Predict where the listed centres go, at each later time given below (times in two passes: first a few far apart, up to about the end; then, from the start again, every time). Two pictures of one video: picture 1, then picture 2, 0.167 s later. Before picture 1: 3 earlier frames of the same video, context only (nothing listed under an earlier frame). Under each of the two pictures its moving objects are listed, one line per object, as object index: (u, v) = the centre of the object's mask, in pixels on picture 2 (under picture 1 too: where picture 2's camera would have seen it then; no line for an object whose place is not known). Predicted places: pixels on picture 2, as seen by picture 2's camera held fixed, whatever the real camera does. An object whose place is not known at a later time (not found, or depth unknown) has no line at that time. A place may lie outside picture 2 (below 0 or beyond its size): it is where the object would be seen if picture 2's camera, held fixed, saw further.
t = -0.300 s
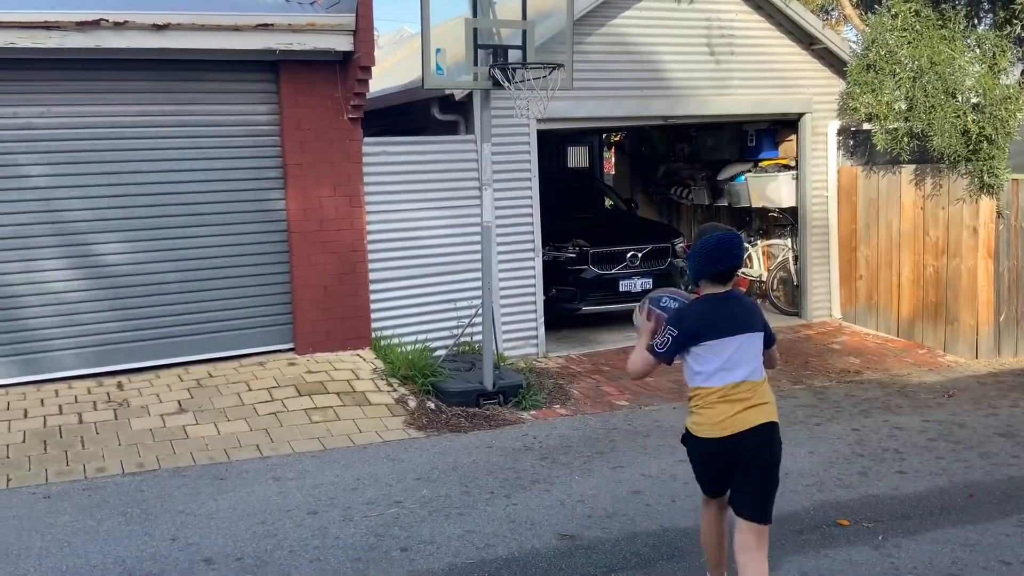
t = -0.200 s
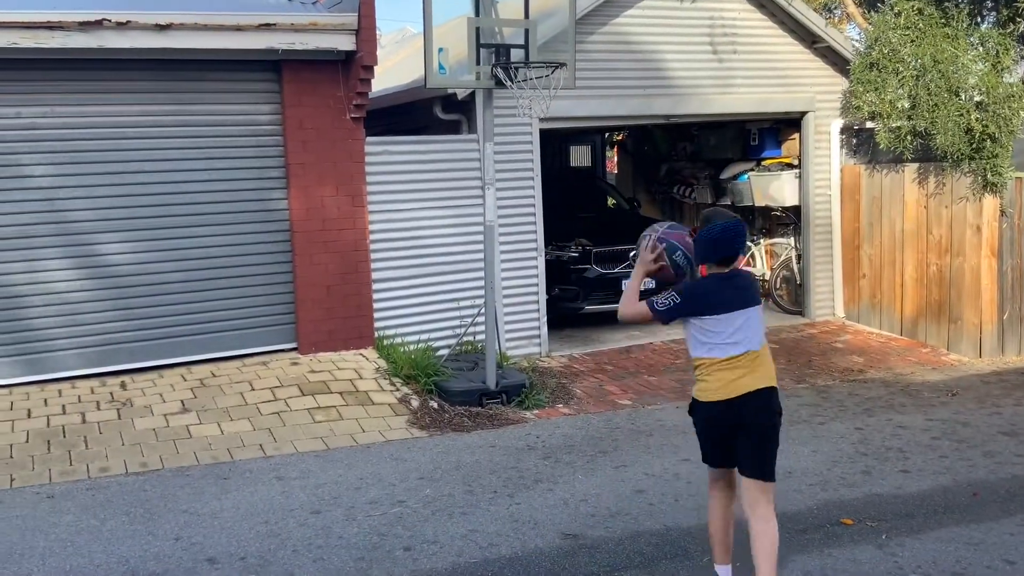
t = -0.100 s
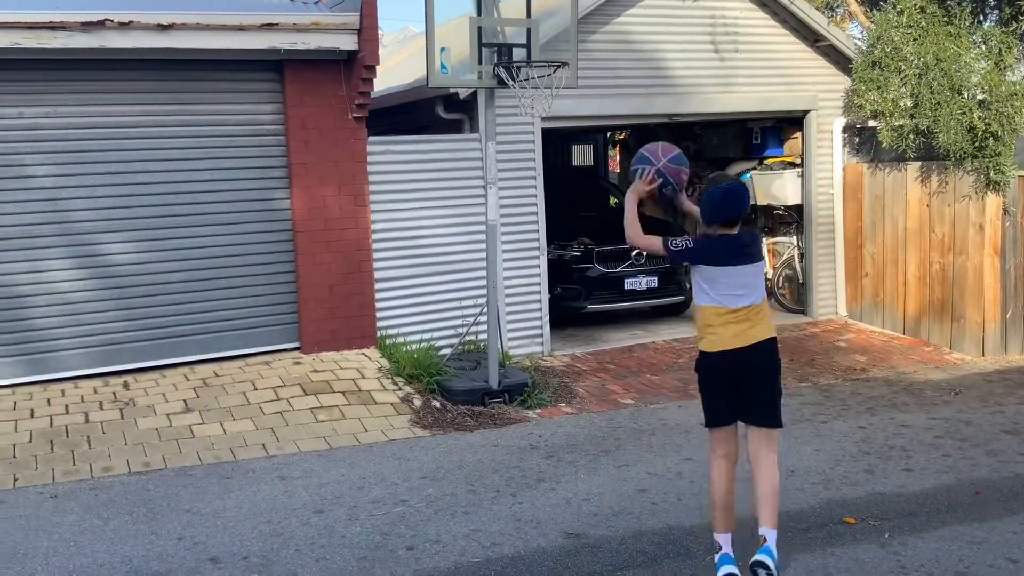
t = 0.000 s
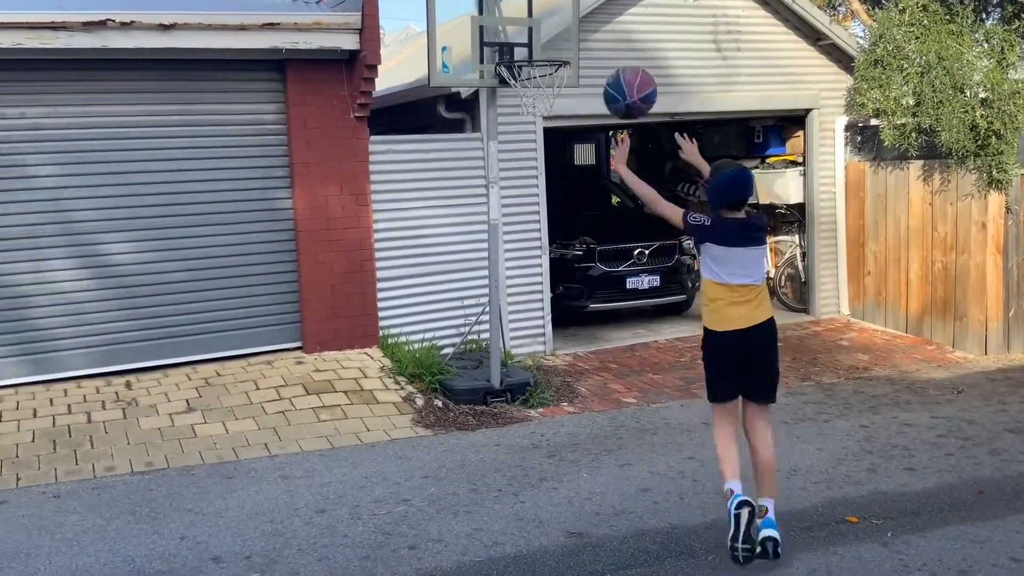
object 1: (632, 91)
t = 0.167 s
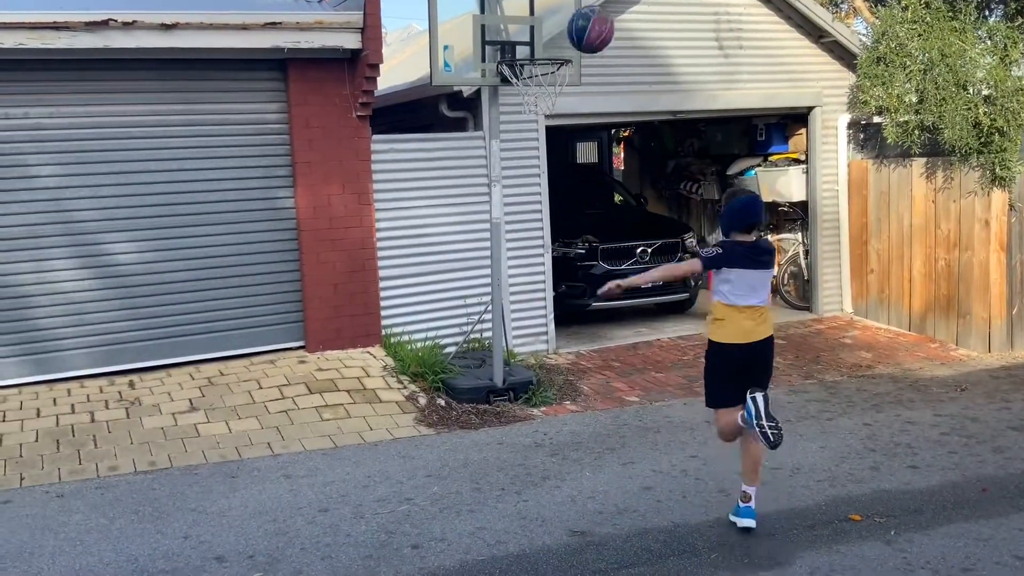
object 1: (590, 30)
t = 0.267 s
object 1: (571, 24)
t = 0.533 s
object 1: (553, 33)
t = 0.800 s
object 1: (533, 43)
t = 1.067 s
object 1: (546, 62)
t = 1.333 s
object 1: (559, 168)
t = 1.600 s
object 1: (571, 377)
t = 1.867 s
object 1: (571, 265)
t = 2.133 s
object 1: (571, 168)
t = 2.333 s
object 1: (575, 169)
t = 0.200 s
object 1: (583, 26)
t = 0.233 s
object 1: (577, 24)
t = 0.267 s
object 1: (571, 24)
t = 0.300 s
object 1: (565, 26)
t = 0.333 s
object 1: (560, 30)
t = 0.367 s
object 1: (554, 36)
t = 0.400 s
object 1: (552, 37)
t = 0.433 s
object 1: (552, 33)
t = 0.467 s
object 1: (552, 32)
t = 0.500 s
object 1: (552, 32)
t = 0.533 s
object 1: (553, 33)
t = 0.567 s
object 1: (553, 37)
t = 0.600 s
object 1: (554, 42)
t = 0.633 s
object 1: (552, 44)
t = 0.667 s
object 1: (548, 41)
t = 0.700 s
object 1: (544, 41)
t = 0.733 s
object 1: (540, 41)
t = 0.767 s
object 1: (537, 42)
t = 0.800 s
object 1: (533, 43)
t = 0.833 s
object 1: (530, 42)
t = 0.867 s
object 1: (532, 41)
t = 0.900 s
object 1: (534, 40)
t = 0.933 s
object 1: (536, 40)
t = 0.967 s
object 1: (538, 42)
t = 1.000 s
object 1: (540, 46)
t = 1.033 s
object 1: (543, 54)
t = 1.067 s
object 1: (546, 62)
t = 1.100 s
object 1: (550, 71)
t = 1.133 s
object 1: (552, 81)
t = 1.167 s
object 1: (554, 94)
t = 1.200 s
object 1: (553, 108)
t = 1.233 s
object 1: (555, 118)
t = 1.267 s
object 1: (556, 133)
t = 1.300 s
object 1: (558, 150)
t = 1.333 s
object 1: (559, 168)
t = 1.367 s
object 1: (560, 188)
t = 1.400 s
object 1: (561, 210)
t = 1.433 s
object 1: (563, 234)
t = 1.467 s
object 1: (564, 259)
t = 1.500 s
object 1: (566, 285)
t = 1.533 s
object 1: (568, 314)
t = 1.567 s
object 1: (570, 344)
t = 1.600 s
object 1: (571, 377)
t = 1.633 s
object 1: (574, 409)
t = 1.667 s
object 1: (575, 408)
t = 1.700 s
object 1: (574, 381)
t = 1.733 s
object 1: (574, 354)
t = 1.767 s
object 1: (572, 329)
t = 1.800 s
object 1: (572, 306)
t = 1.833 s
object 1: (572, 285)
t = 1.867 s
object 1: (571, 265)
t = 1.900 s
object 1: (571, 247)
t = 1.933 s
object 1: (570, 230)
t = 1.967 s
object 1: (571, 216)
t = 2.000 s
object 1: (570, 202)
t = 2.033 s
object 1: (570, 191)
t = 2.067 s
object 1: (570, 182)
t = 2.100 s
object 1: (571, 174)
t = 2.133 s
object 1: (571, 168)
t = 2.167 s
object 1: (571, 165)
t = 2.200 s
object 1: (572, 161)
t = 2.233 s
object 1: (572, 161)
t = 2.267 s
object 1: (573, 162)
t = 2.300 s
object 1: (573, 164)
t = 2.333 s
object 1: (575, 169)
